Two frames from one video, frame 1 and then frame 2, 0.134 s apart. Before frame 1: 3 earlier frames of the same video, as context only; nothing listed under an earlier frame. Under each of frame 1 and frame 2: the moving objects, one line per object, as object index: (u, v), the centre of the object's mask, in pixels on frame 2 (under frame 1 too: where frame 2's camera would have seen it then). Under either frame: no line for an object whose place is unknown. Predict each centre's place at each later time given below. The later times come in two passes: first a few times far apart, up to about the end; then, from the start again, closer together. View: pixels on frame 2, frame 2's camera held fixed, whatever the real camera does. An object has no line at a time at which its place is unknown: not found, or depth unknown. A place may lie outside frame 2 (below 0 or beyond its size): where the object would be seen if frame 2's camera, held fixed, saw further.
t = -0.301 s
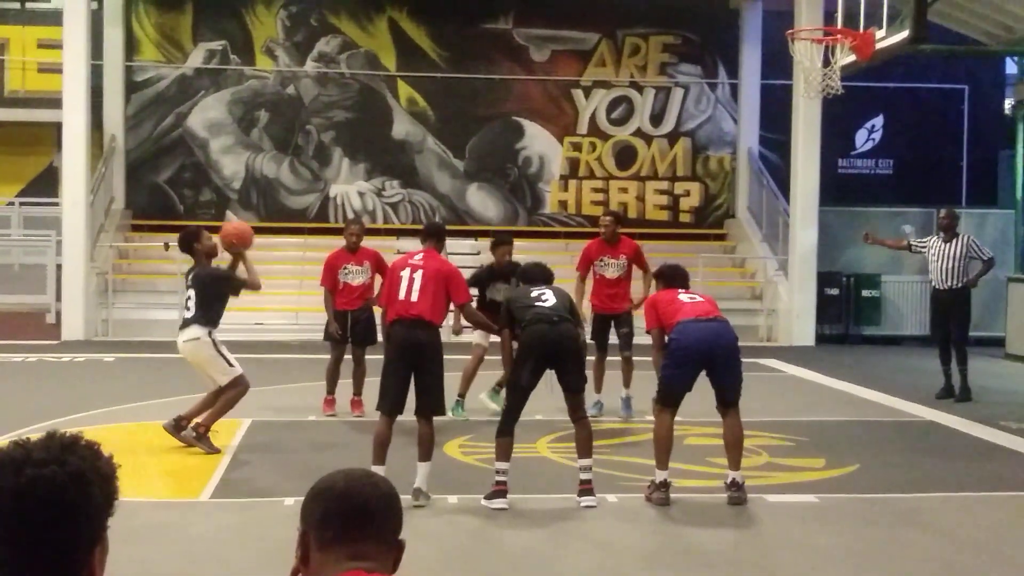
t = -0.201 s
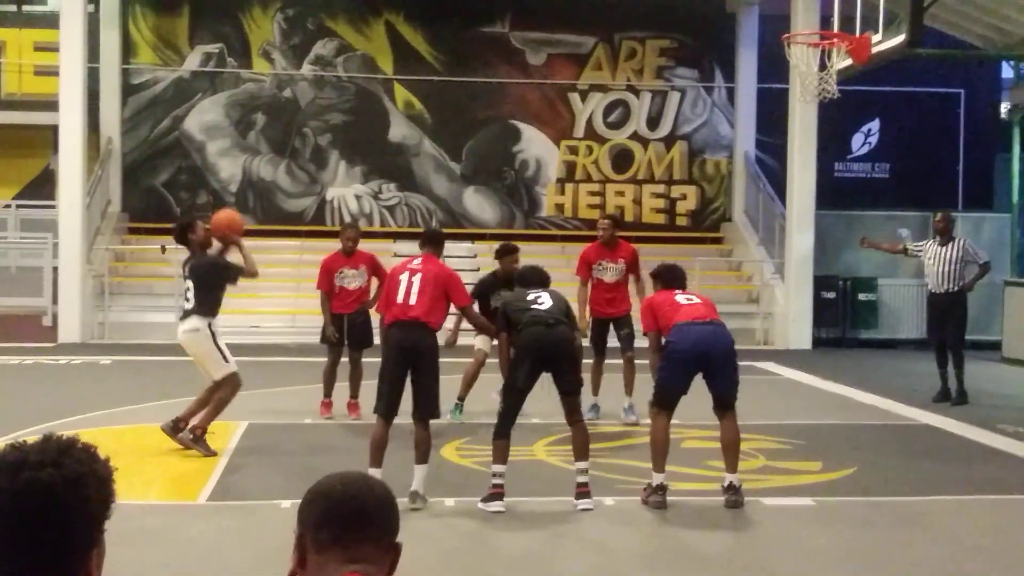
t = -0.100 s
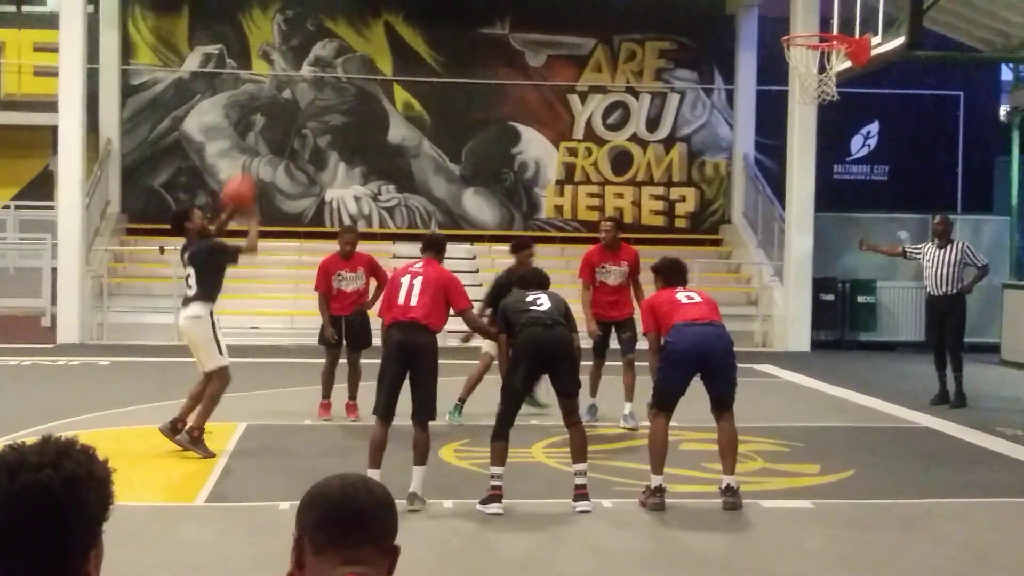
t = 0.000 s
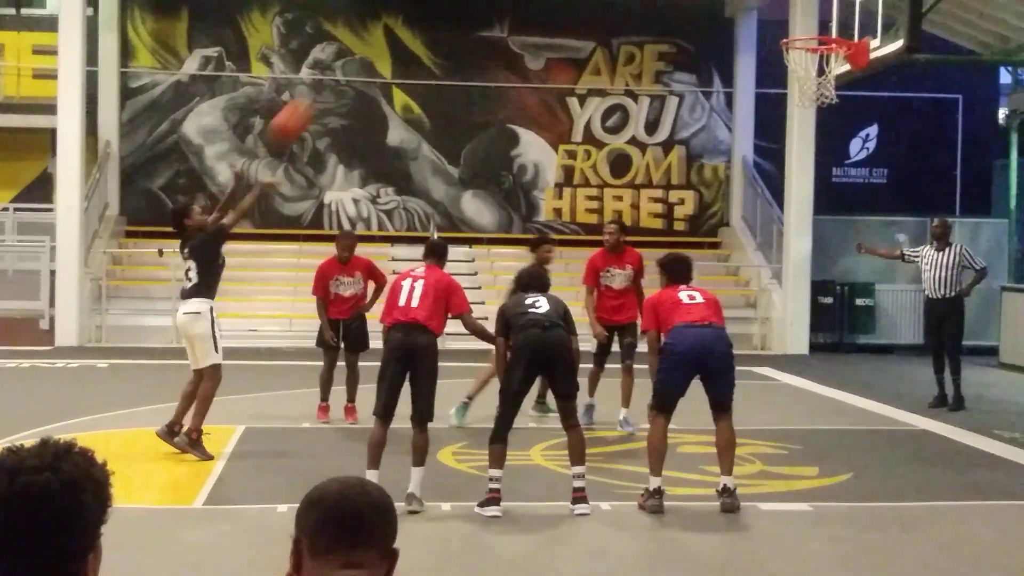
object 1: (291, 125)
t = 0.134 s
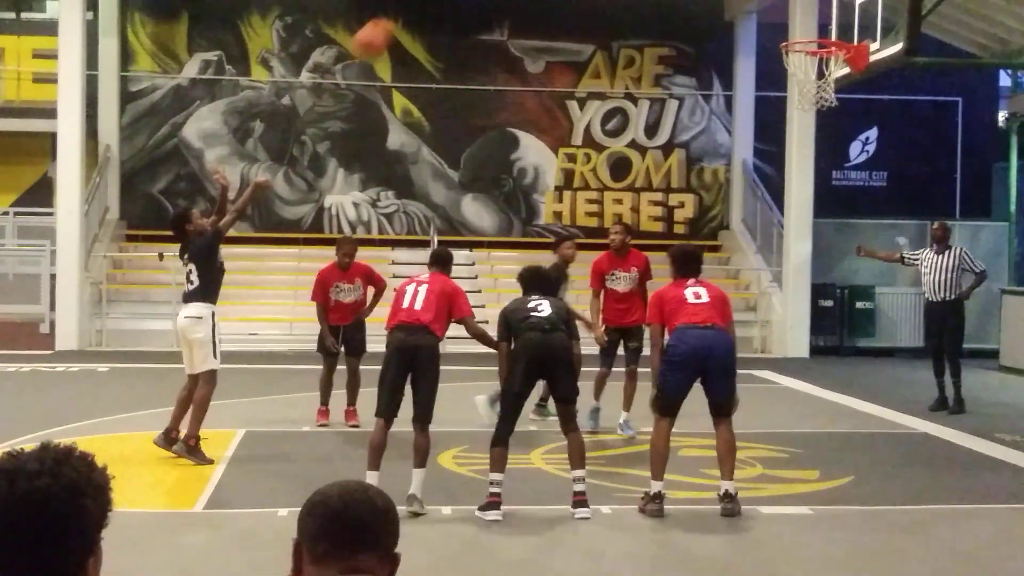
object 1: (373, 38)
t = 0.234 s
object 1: (426, 4)
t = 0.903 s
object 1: (800, 15)
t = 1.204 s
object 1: (810, 25)
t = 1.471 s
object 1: (825, 61)
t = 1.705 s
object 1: (797, 126)
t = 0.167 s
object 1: (394, 20)
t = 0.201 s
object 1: (411, 11)
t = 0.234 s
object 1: (426, 4)
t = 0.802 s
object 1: (752, -15)
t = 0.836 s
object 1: (765, -12)
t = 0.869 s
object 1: (781, 1)
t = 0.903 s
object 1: (800, 15)
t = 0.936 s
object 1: (818, 28)
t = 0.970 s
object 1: (822, 41)
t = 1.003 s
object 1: (814, 39)
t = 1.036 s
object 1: (808, 31)
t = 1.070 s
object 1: (802, 31)
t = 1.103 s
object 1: (798, 30)
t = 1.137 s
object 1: (801, 29)
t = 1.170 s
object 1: (805, 26)
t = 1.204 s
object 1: (810, 25)
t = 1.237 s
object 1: (813, 25)
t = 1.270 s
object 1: (815, 26)
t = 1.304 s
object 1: (817, 28)
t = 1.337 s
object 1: (821, 30)
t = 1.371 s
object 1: (824, 37)
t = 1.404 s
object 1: (823, 39)
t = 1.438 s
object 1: (822, 48)
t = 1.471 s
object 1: (825, 61)
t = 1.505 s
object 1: (826, 65)
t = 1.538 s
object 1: (822, 70)
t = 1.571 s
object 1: (817, 76)
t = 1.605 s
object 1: (810, 86)
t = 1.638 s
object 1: (807, 100)
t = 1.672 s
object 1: (802, 115)
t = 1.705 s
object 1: (797, 126)
